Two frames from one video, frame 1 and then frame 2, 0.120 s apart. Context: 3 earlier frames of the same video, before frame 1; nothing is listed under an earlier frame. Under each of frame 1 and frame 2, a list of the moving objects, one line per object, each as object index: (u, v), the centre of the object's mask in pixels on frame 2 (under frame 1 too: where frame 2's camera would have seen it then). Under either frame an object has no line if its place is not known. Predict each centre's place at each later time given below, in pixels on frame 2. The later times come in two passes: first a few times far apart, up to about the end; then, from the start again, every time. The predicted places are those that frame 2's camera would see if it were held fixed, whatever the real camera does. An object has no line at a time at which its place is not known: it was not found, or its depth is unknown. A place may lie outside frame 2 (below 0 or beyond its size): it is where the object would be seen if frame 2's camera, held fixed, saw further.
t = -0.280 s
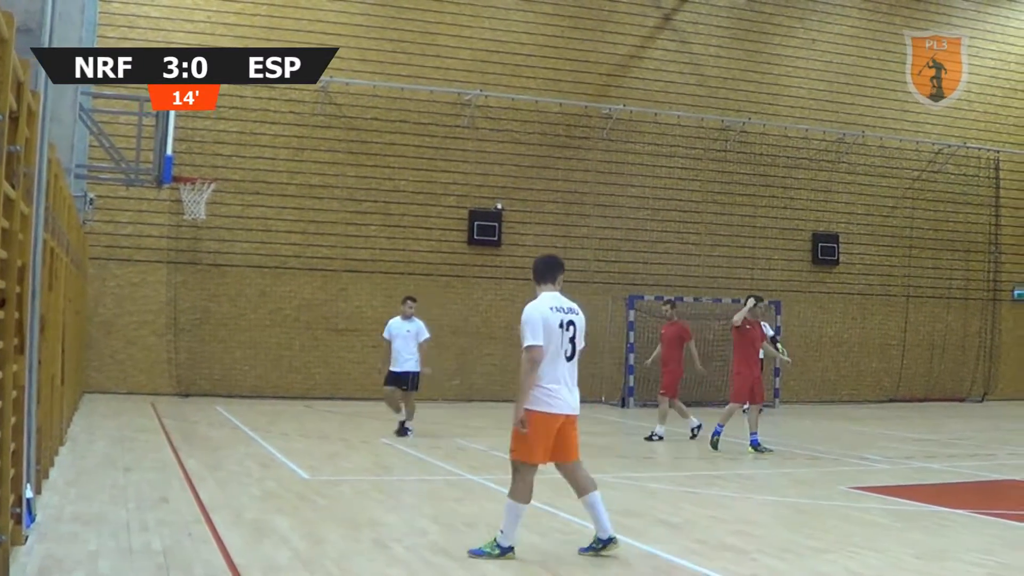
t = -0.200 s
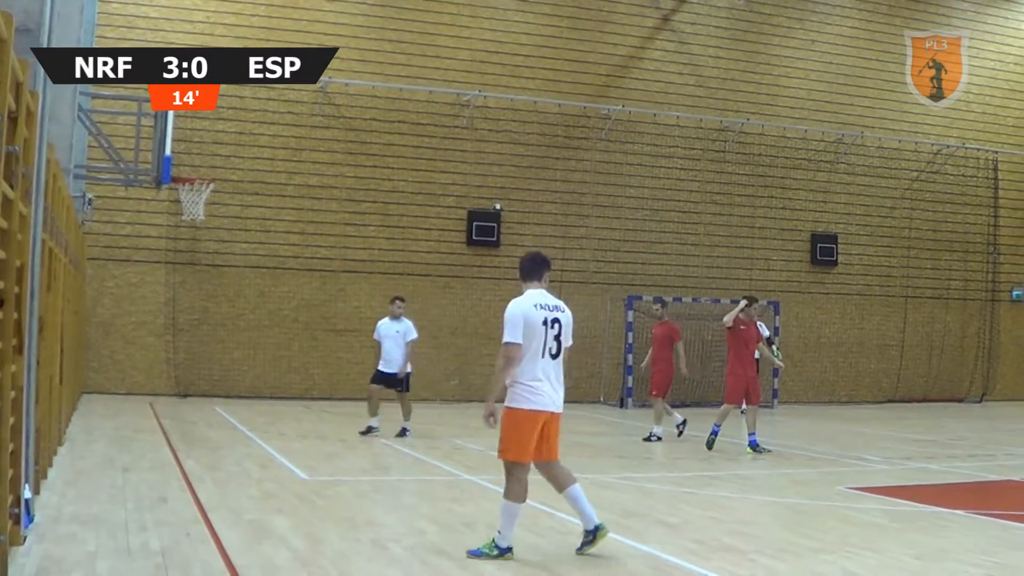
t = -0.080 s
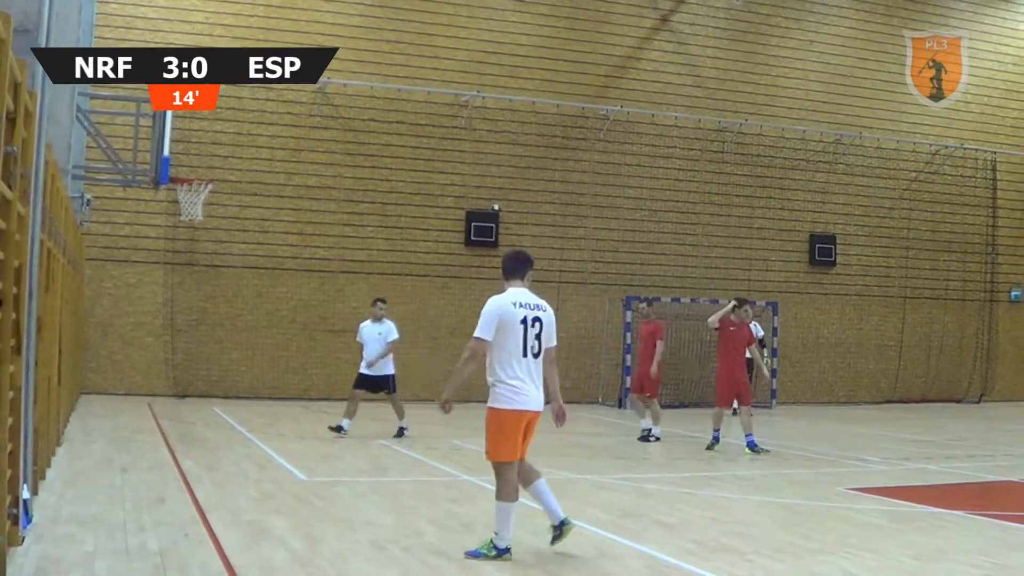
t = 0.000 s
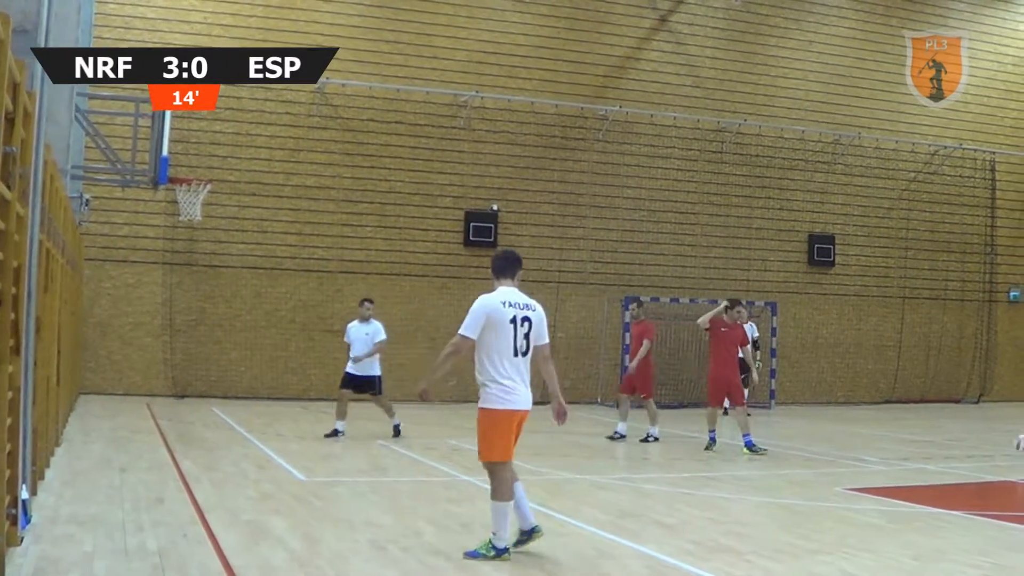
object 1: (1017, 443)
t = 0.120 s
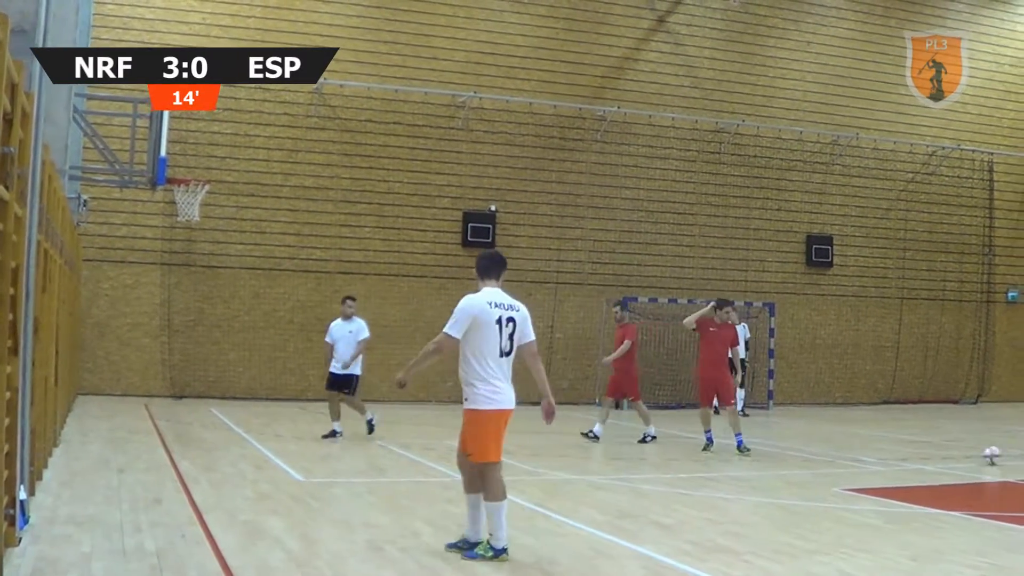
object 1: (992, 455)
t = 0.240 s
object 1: (962, 453)
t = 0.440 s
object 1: (911, 457)
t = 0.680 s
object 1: (846, 459)
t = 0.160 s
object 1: (982, 453)
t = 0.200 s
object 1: (972, 452)
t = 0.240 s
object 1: (962, 453)
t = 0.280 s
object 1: (952, 457)
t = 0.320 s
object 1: (942, 455)
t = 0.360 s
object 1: (932, 457)
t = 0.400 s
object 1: (922, 458)
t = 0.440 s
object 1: (911, 457)
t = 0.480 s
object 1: (901, 458)
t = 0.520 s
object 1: (889, 458)
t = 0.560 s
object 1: (878, 459)
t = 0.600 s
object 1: (869, 459)
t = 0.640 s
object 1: (855, 458)
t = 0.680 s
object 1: (846, 459)
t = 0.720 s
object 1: (835, 460)
